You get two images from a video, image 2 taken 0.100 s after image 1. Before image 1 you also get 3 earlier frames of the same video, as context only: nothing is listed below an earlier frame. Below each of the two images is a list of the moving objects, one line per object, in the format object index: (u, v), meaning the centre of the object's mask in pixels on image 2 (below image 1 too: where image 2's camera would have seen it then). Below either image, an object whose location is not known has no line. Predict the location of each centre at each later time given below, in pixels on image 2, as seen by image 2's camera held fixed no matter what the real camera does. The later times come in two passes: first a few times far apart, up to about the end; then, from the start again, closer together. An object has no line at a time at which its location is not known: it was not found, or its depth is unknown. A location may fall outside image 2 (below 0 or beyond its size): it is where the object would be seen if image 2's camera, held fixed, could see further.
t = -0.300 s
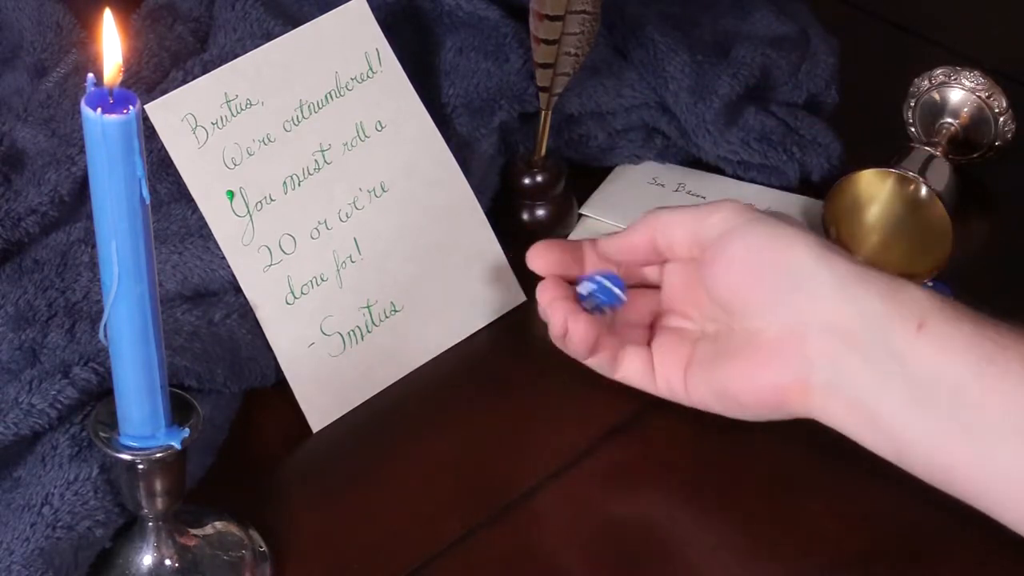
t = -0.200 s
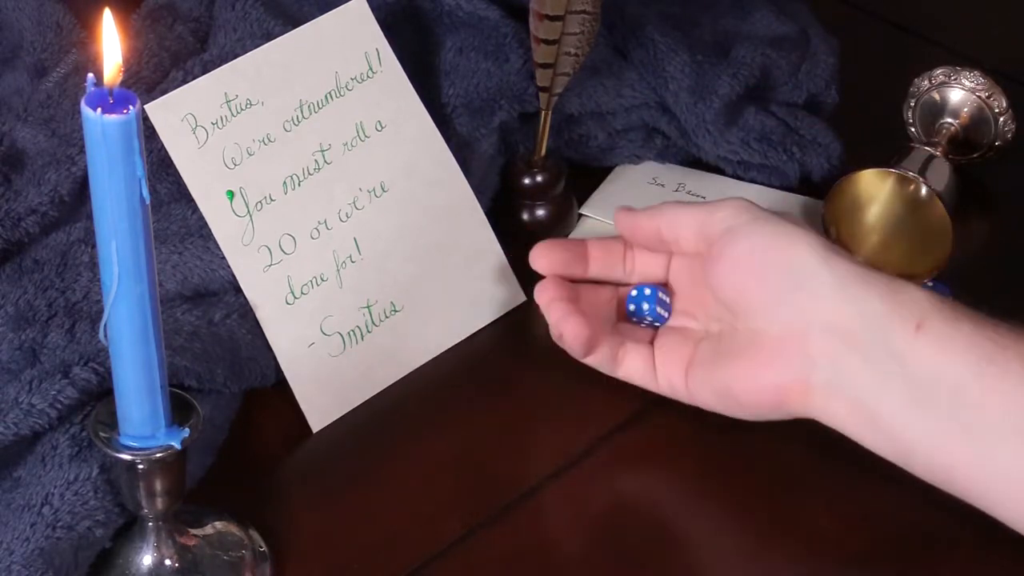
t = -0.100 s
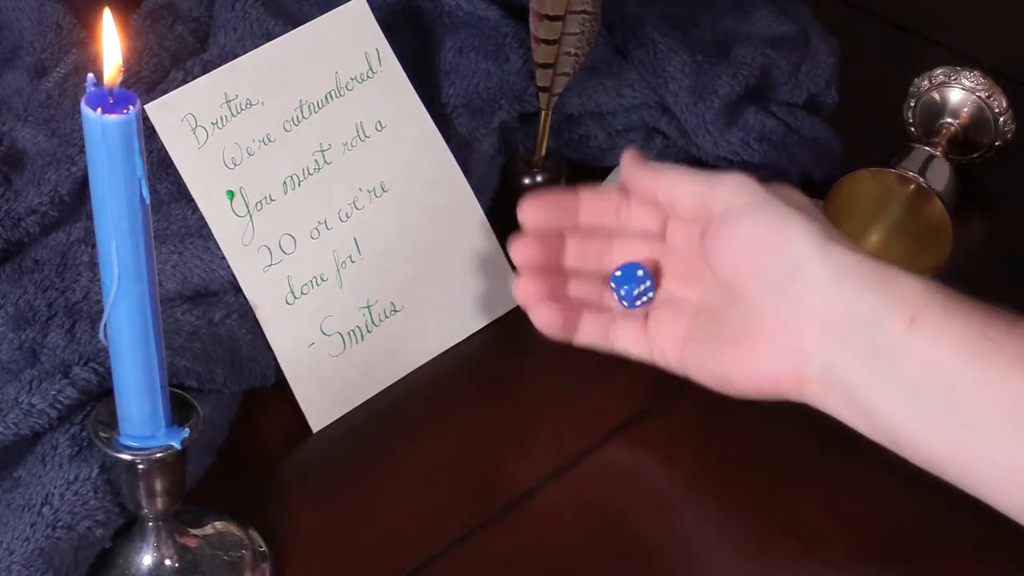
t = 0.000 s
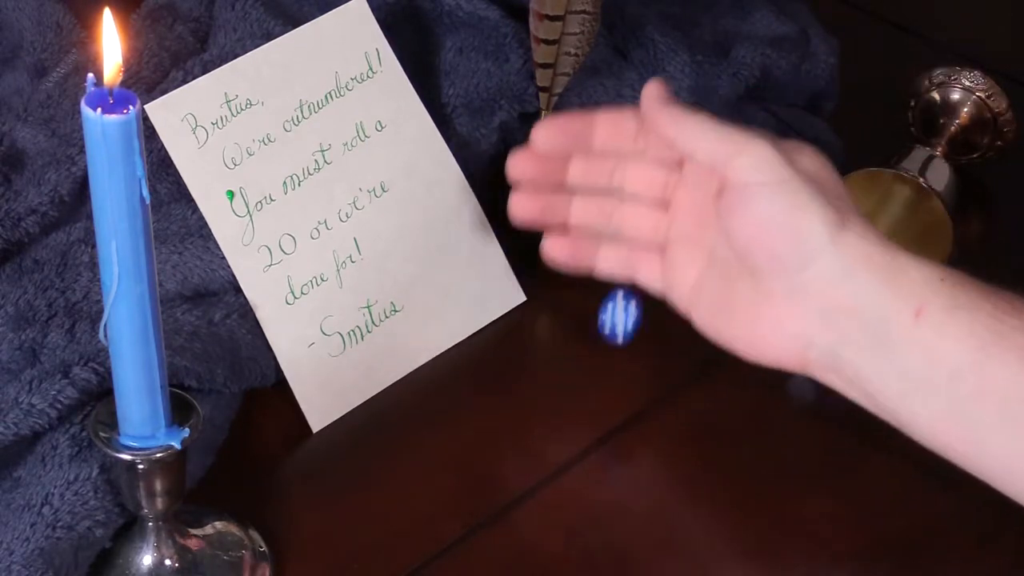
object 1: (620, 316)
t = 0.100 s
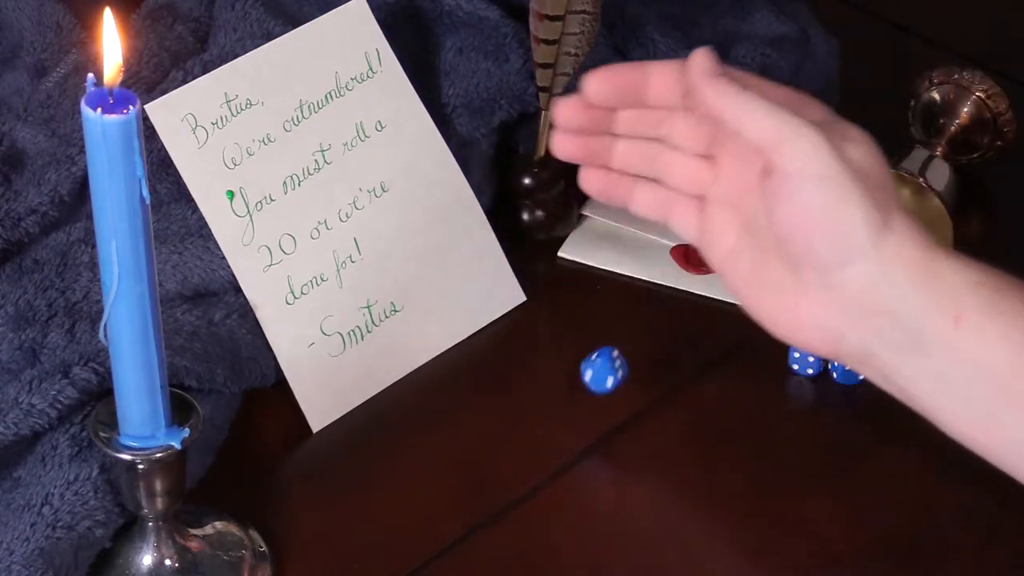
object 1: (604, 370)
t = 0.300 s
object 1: (532, 476)
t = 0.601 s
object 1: (435, 536)
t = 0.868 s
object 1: (438, 540)
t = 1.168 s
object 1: (438, 540)
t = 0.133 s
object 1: (598, 386)
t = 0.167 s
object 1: (591, 423)
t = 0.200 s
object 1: (579, 435)
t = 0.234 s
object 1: (563, 452)
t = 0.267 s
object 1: (547, 465)
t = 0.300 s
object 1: (532, 476)
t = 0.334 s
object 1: (518, 486)
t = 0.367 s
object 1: (501, 497)
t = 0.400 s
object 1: (486, 505)
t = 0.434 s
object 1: (474, 512)
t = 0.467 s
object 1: (462, 522)
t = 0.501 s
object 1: (452, 525)
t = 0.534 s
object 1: (444, 530)
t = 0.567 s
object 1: (438, 533)
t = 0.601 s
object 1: (435, 536)
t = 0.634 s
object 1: (433, 539)
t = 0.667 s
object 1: (436, 541)
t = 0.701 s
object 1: (438, 540)
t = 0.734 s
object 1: (438, 540)
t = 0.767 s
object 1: (438, 540)
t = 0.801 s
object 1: (438, 540)
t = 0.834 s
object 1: (438, 540)
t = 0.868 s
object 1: (438, 540)
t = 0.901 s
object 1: (438, 540)
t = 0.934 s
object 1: (438, 540)
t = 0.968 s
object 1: (438, 540)
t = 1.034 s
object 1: (438, 540)
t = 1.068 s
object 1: (438, 540)
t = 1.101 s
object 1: (438, 540)
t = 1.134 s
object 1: (438, 540)
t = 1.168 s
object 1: (438, 540)
